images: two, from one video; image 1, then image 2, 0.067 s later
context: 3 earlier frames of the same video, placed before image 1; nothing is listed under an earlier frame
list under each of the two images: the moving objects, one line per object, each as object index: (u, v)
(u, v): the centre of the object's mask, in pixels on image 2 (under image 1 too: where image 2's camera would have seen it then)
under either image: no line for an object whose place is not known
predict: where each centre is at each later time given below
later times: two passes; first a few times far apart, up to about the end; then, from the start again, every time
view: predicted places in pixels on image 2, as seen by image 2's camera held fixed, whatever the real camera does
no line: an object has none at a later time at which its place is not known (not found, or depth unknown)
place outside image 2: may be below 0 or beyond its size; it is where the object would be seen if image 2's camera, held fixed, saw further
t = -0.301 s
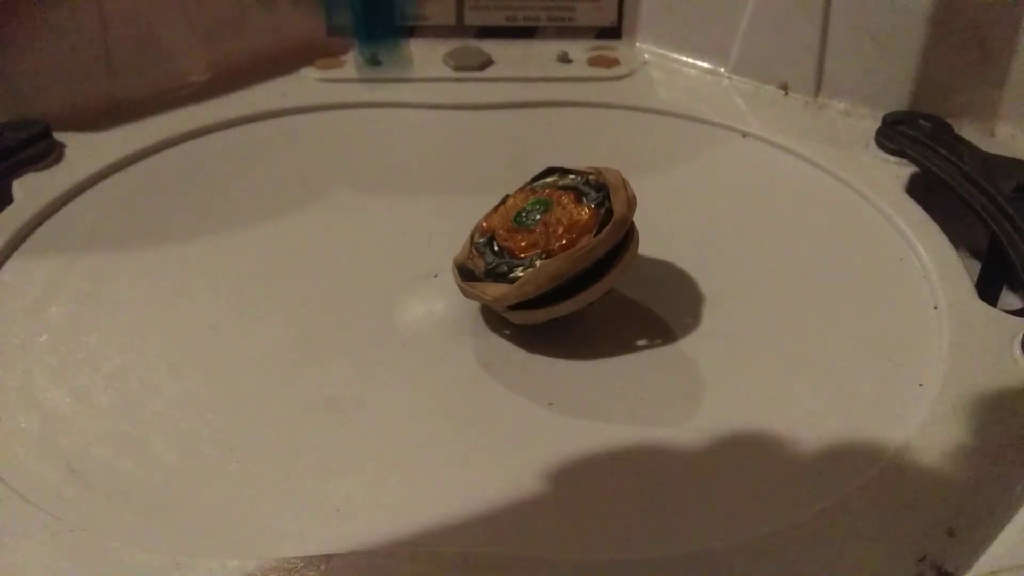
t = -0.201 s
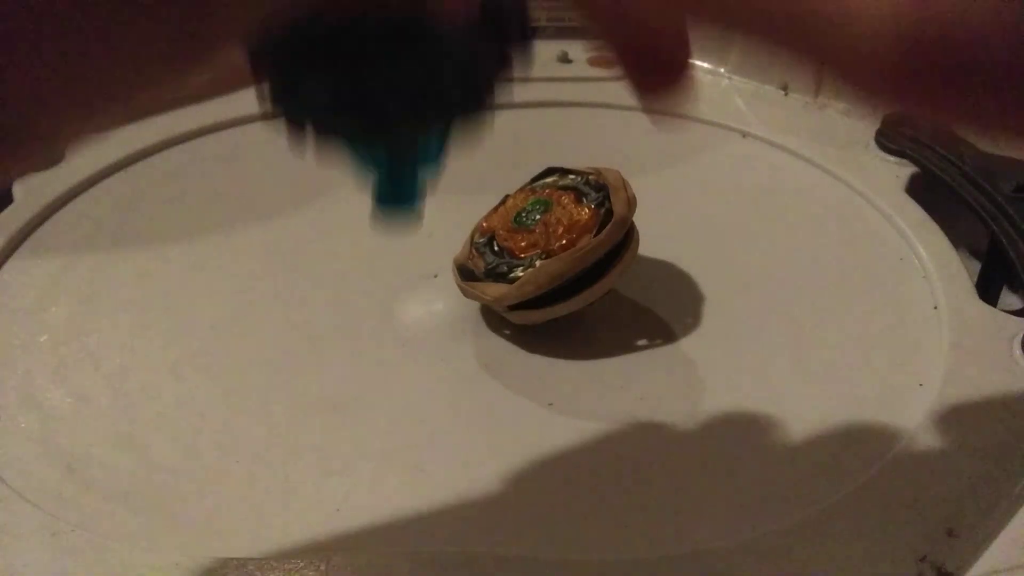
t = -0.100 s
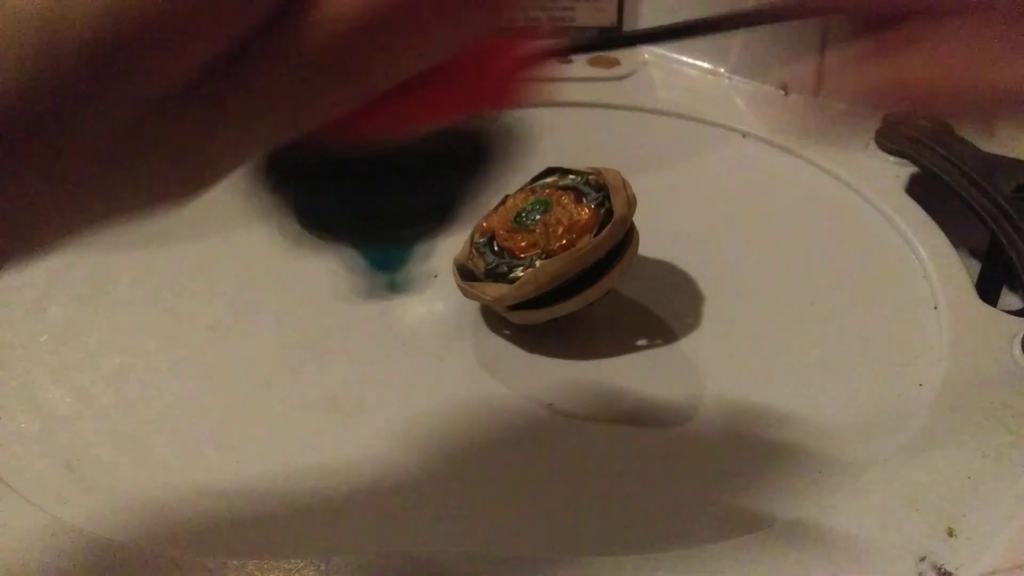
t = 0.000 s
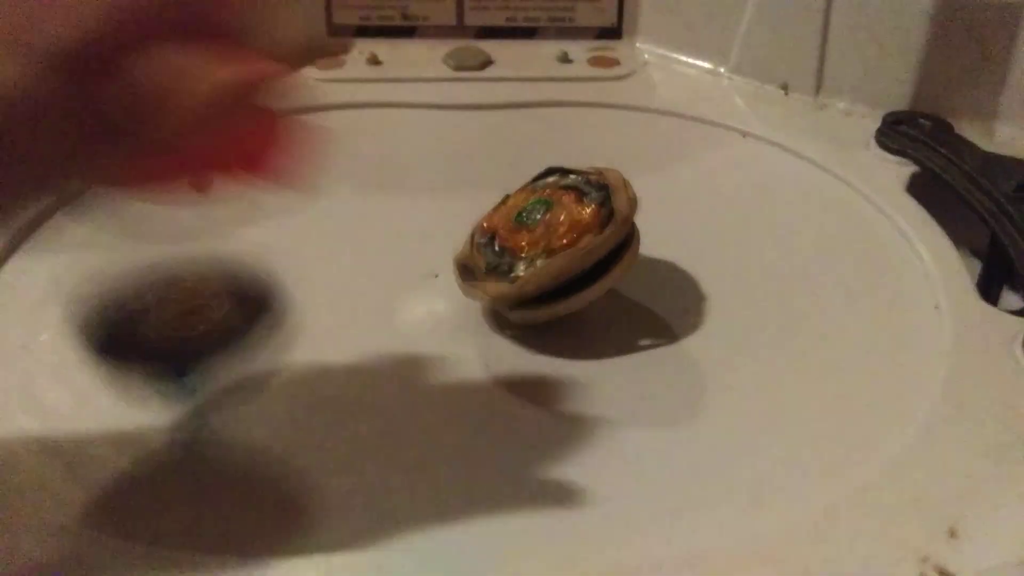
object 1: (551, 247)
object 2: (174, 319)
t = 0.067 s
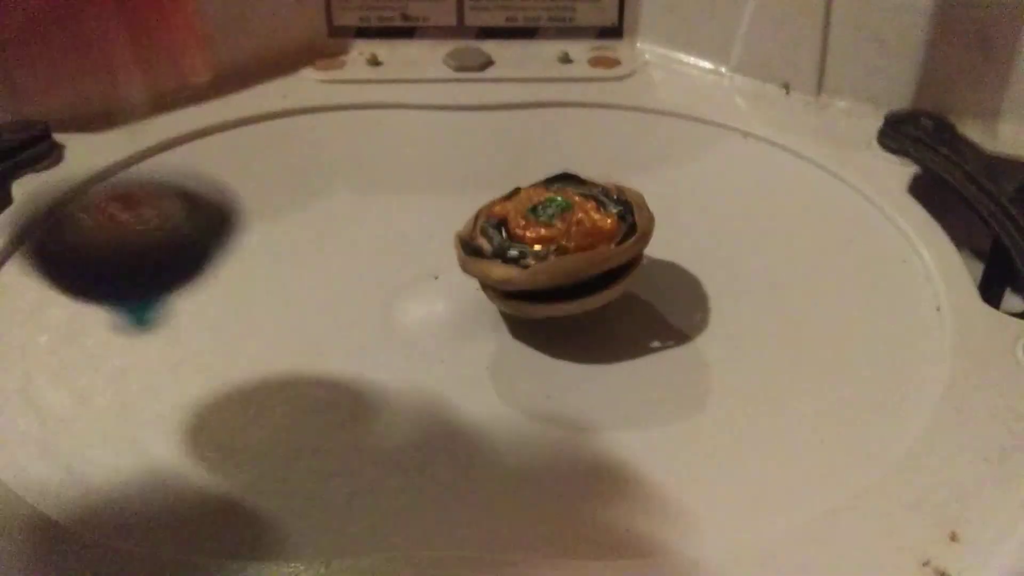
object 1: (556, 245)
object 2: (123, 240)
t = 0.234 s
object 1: (526, 250)
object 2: (143, 293)
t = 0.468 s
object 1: (532, 253)
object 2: (339, 276)
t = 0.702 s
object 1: (761, 194)
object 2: (64, 324)
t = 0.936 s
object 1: (683, 217)
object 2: (266, 359)
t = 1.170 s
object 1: (788, 208)
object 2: (403, 206)
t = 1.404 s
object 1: (848, 203)
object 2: (114, 112)
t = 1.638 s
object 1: (616, 236)
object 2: (144, 299)
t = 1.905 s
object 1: (399, 187)
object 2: (566, 275)
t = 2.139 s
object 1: (398, 178)
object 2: (626, 86)
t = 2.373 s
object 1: (361, 262)
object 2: (433, 94)
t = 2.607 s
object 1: (317, 349)
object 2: (323, 96)
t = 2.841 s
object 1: (408, 346)
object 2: (384, 205)
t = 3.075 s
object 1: (442, 351)
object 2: (768, 203)
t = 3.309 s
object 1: (420, 342)
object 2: (746, 144)
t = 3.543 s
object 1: (410, 343)
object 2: (523, 190)
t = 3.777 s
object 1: (326, 367)
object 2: (623, 209)
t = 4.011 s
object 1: (373, 333)
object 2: (698, 163)
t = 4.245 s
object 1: (346, 312)
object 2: (562, 180)
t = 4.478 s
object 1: (305, 334)
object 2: (643, 214)
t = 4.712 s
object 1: (336, 318)
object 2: (765, 110)
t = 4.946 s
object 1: (372, 290)
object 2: (533, 107)
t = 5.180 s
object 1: (115, 362)
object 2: (534, 107)
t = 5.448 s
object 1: (98, 379)
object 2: (623, 99)
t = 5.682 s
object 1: (387, 342)
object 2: (694, 159)
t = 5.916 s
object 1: (624, 363)
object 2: (756, 191)
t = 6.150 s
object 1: (642, 362)
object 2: (707, 240)
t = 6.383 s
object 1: (558, 352)
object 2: (672, 245)
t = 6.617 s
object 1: (423, 276)
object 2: (687, 266)
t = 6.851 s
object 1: (435, 206)
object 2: (600, 294)
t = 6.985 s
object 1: (475, 198)
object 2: (530, 300)
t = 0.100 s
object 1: (554, 248)
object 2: (115, 243)
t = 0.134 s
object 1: (550, 248)
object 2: (112, 282)
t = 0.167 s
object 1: (540, 248)
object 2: (117, 281)
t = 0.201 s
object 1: (530, 250)
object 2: (126, 279)
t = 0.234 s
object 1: (526, 250)
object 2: (143, 293)
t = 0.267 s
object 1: (525, 251)
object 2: (159, 293)
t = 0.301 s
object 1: (525, 252)
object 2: (185, 293)
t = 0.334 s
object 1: (525, 253)
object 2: (217, 295)
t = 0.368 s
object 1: (525, 254)
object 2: (250, 297)
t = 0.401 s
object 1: (525, 255)
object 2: (289, 295)
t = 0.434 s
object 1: (525, 255)
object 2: (328, 292)
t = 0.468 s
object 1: (532, 253)
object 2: (339, 276)
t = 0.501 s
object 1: (594, 236)
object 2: (289, 262)
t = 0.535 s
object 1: (653, 225)
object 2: (238, 273)
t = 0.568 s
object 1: (698, 214)
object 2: (180, 297)
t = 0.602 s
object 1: (729, 207)
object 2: (134, 300)
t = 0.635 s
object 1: (752, 198)
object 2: (92, 309)
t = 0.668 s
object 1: (761, 194)
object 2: (72, 316)
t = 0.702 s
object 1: (761, 194)
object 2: (64, 324)
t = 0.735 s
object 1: (756, 194)
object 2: (60, 333)
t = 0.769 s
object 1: (747, 197)
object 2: (66, 341)
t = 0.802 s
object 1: (732, 199)
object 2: (80, 349)
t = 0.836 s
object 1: (716, 202)
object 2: (106, 355)
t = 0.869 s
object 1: (703, 207)
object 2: (153, 360)
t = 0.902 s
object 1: (691, 212)
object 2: (208, 362)
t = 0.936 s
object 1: (683, 217)
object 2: (266, 359)
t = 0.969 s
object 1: (678, 220)
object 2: (333, 349)
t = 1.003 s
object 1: (674, 223)
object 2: (391, 332)
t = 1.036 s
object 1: (672, 223)
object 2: (448, 312)
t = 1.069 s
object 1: (670, 223)
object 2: (495, 283)
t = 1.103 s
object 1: (678, 219)
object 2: (507, 263)
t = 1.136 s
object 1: (740, 214)
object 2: (445, 216)
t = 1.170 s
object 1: (788, 208)
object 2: (403, 206)
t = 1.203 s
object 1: (821, 198)
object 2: (346, 171)
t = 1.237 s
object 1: (849, 197)
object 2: (305, 160)
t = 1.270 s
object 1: (861, 194)
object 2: (257, 140)
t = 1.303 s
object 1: (868, 194)
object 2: (212, 121)
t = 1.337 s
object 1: (867, 197)
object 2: (168, 109)
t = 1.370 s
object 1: (861, 201)
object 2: (130, 103)
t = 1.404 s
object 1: (848, 203)
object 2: (114, 112)
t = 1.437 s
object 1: (823, 209)
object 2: (108, 145)
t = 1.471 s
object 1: (793, 215)
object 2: (100, 161)
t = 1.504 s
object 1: (766, 222)
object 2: (97, 195)
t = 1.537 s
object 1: (735, 227)
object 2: (99, 220)
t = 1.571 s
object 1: (696, 233)
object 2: (107, 245)
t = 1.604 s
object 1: (660, 237)
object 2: (122, 272)
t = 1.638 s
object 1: (616, 236)
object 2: (144, 299)
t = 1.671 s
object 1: (576, 236)
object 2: (176, 322)
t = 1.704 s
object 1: (530, 235)
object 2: (218, 335)
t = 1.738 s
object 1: (493, 231)
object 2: (268, 345)
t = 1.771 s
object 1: (464, 226)
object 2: (330, 343)
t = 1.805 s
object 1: (437, 214)
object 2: (386, 338)
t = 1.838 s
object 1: (416, 200)
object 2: (451, 321)
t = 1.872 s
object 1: (405, 197)
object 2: (516, 304)
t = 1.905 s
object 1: (399, 187)
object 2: (566, 275)
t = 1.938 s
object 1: (395, 180)
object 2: (605, 242)
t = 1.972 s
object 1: (393, 174)
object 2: (629, 212)
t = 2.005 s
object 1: (393, 171)
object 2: (646, 182)
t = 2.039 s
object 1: (392, 171)
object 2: (652, 156)
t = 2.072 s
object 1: (394, 173)
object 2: (652, 130)
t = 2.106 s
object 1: (395, 174)
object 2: (644, 110)
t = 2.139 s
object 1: (398, 178)
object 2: (626, 86)
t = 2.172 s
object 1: (400, 182)
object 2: (607, 71)
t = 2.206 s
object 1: (400, 187)
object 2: (583, 61)
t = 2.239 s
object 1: (397, 193)
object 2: (554, 69)
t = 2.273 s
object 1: (395, 200)
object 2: (513, 81)
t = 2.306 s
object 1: (394, 210)
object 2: (472, 100)
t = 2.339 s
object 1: (378, 218)
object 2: (440, 103)
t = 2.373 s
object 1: (361, 262)
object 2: (433, 94)
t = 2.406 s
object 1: (340, 288)
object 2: (423, 95)
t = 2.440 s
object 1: (327, 303)
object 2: (411, 89)
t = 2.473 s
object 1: (319, 322)
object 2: (396, 85)
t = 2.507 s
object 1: (310, 335)
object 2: (379, 85)
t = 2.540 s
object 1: (309, 346)
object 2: (358, 86)
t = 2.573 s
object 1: (312, 349)
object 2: (339, 90)
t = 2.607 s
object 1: (317, 349)
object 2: (323, 96)
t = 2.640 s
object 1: (328, 349)
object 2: (311, 105)
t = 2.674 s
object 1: (339, 347)
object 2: (304, 117)
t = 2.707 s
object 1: (350, 346)
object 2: (302, 132)
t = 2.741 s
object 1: (364, 347)
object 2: (306, 147)
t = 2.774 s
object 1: (379, 347)
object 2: (324, 167)
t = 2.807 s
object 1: (395, 347)
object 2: (350, 186)
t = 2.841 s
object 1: (408, 346)
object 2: (384, 205)
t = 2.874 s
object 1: (420, 347)
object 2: (427, 218)
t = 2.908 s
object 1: (428, 348)
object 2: (481, 209)
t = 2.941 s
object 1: (435, 350)
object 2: (528, 215)
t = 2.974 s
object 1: (438, 351)
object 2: (602, 227)
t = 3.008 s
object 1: (440, 352)
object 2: (657, 222)
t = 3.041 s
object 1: (442, 351)
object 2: (715, 215)
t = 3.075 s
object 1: (442, 351)
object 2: (768, 203)
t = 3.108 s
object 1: (442, 350)
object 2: (808, 184)
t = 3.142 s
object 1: (441, 349)
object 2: (836, 166)
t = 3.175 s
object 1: (438, 347)
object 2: (859, 149)
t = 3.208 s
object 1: (435, 346)
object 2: (863, 138)
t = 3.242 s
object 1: (431, 344)
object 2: (832, 139)
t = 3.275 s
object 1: (425, 343)
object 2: (791, 142)
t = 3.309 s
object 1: (420, 342)
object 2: (746, 144)
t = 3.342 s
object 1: (417, 342)
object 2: (706, 142)
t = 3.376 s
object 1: (414, 343)
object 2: (665, 143)
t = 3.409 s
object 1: (412, 343)
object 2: (631, 143)
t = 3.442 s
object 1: (411, 343)
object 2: (599, 150)
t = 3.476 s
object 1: (410, 343)
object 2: (570, 158)
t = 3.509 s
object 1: (410, 343)
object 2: (544, 172)
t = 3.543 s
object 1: (410, 343)
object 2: (523, 190)
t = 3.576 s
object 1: (410, 344)
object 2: (506, 208)
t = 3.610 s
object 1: (410, 344)
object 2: (495, 224)
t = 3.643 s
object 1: (388, 358)
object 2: (508, 218)
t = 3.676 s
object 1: (366, 362)
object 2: (537, 214)
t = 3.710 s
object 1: (347, 368)
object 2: (573, 221)
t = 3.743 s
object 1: (331, 371)
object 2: (599, 216)
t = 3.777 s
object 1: (326, 367)
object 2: (623, 209)
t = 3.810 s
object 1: (329, 362)
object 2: (649, 201)
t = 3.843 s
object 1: (338, 355)
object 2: (670, 195)
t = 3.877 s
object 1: (353, 351)
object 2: (686, 189)
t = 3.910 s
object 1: (364, 345)
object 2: (696, 184)
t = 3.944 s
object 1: (372, 341)
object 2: (702, 176)
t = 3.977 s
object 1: (373, 338)
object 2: (703, 168)
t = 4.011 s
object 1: (373, 333)
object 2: (698, 163)
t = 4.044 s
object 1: (371, 328)
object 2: (686, 157)
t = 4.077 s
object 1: (368, 324)
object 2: (669, 154)
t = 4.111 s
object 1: (363, 318)
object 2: (655, 152)
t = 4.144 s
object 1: (359, 314)
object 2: (639, 153)
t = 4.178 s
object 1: (352, 312)
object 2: (618, 158)
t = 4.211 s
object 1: (348, 312)
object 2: (592, 167)
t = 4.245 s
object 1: (346, 312)
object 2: (562, 180)
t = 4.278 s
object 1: (348, 313)
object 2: (534, 196)
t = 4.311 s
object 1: (352, 312)
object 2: (506, 213)
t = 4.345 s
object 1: (357, 313)
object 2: (487, 225)
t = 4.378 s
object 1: (337, 320)
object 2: (510, 199)
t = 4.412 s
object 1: (319, 325)
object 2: (550, 185)
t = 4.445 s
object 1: (308, 333)
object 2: (593, 199)
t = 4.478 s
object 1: (305, 334)
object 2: (643, 214)
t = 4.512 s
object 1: (310, 335)
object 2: (681, 206)
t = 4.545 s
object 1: (316, 332)
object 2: (713, 192)
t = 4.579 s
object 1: (323, 329)
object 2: (740, 179)
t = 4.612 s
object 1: (329, 327)
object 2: (759, 161)
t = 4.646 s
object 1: (331, 325)
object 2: (769, 145)
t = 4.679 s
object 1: (333, 321)
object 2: (771, 129)
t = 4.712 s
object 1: (336, 318)
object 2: (765, 110)
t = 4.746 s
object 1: (339, 315)
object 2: (752, 96)
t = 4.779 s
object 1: (344, 312)
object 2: (729, 86)
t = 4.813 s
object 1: (351, 309)
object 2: (699, 79)
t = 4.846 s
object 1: (360, 305)
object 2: (666, 86)
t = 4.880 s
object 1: (368, 301)
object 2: (623, 86)
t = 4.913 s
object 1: (372, 296)
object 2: (583, 92)
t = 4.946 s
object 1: (372, 290)
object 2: (533, 107)
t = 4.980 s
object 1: (369, 286)
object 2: (492, 127)
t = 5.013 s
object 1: (365, 283)
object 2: (446, 146)
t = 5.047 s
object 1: (363, 281)
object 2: (405, 172)
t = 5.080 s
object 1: (321, 291)
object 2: (395, 169)
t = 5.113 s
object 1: (252, 318)
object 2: (438, 145)
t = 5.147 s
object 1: (178, 341)
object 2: (487, 130)
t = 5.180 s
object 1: (115, 362)
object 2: (534, 107)
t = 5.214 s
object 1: (87, 385)
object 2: (561, 94)
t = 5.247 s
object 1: (73, 384)
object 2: (591, 82)
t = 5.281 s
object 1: (68, 388)
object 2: (608, 72)
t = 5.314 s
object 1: (67, 388)
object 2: (617, 63)
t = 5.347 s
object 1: (70, 386)
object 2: (622, 67)
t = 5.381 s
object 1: (75, 386)
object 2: (622, 78)
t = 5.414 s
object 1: (84, 384)
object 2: (622, 90)
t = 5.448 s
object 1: (98, 379)
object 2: (623, 99)
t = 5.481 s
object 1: (121, 368)
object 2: (626, 109)
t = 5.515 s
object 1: (159, 360)
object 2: (626, 120)
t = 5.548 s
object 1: (199, 361)
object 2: (635, 131)
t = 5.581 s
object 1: (240, 352)
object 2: (649, 139)
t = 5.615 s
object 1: (290, 353)
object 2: (659, 146)
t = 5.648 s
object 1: (336, 344)
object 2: (673, 153)
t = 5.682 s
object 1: (387, 342)
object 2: (694, 159)
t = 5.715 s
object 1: (427, 341)
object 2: (702, 164)
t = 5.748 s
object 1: (468, 344)
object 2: (717, 168)
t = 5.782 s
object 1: (509, 349)
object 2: (731, 172)
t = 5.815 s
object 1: (545, 349)
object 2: (740, 177)
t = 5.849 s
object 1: (574, 354)
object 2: (748, 181)
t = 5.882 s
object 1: (602, 355)
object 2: (754, 186)
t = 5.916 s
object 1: (624, 363)
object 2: (756, 191)
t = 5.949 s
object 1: (640, 364)
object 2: (758, 196)
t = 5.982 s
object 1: (648, 366)
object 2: (755, 202)
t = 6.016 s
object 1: (652, 366)
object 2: (749, 208)
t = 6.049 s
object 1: (654, 365)
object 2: (743, 218)
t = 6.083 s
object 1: (651, 364)
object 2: (732, 225)
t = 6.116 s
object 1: (646, 363)
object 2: (722, 233)
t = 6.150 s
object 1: (642, 362)
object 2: (707, 240)
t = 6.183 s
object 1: (622, 368)
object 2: (704, 244)
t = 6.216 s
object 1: (600, 368)
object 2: (706, 246)
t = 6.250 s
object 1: (578, 365)
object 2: (701, 246)
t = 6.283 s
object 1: (569, 364)
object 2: (693, 247)
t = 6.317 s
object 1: (567, 361)
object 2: (684, 246)
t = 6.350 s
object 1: (565, 357)
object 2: (674, 245)
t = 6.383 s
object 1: (558, 352)
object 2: (672, 245)
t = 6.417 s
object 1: (549, 342)
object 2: (673, 246)
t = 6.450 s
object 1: (522, 334)
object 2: (674, 248)
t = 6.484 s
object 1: (491, 327)
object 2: (680, 251)
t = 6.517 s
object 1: (466, 319)
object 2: (683, 254)
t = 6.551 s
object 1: (445, 308)
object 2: (684, 259)
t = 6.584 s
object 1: (428, 293)
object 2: (682, 263)
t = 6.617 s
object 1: (423, 276)
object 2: (687, 266)
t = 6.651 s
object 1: (420, 260)
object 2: (680, 271)
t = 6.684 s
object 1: (416, 250)
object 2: (664, 276)
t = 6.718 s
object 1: (412, 241)
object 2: (661, 279)
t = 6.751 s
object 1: (411, 230)
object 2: (648, 282)
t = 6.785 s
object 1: (417, 218)
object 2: (632, 285)
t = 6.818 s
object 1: (426, 210)
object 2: (617, 288)
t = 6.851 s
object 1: (435, 206)
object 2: (600, 294)
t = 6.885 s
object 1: (446, 202)
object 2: (583, 298)
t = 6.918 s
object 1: (457, 200)
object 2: (566, 300)
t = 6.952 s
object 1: (467, 200)
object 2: (547, 301)
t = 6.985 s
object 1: (475, 198)
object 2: (530, 300)
